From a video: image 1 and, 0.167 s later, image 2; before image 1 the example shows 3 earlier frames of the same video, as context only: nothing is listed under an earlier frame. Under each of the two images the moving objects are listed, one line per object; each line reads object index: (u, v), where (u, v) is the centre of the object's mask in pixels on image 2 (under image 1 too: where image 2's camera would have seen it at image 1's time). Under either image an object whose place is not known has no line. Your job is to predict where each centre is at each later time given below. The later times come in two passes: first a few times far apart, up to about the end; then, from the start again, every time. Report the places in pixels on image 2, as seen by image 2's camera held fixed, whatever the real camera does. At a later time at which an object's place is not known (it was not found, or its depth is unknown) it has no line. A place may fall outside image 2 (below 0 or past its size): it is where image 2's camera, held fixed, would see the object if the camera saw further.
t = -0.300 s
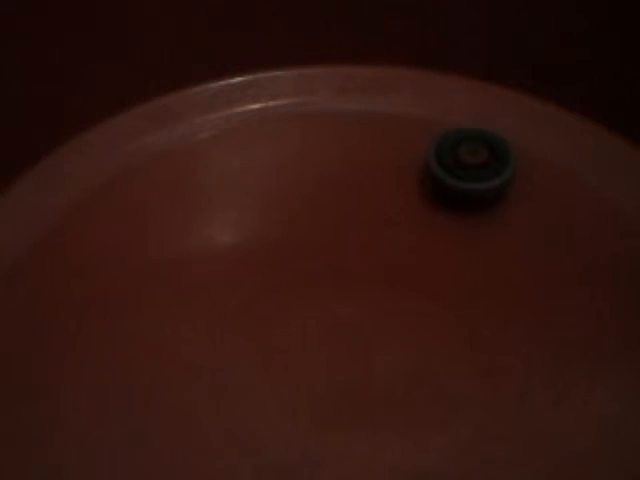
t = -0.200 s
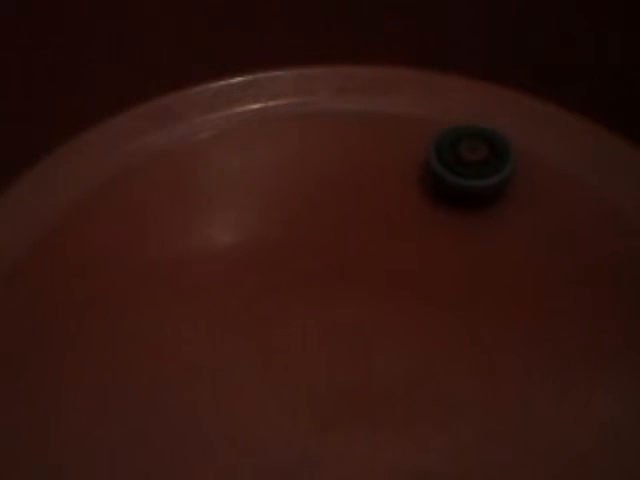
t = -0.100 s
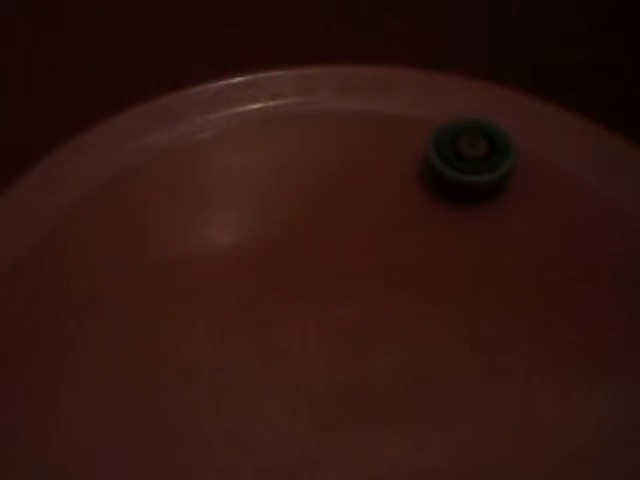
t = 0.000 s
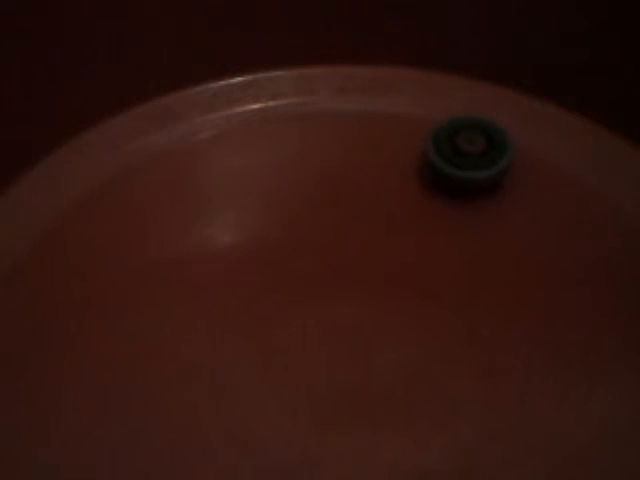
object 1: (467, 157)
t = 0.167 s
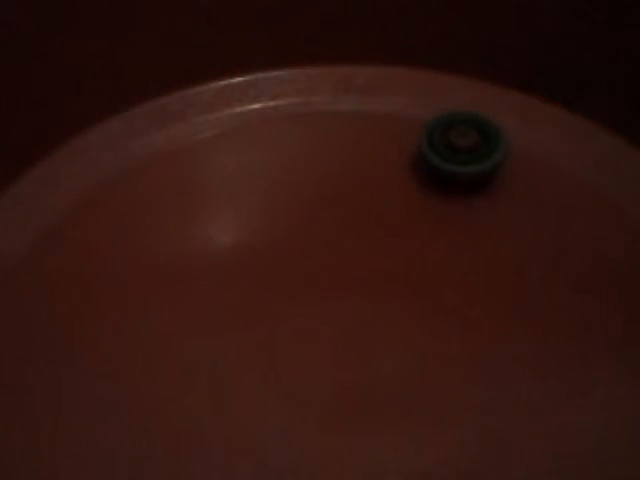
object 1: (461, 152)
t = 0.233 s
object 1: (456, 151)
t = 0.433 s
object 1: (449, 150)
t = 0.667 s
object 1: (447, 156)
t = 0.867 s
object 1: (454, 163)
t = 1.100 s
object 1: (470, 170)
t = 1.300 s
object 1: (486, 170)
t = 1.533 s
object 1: (499, 164)
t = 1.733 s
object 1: (495, 158)
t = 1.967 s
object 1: (480, 159)
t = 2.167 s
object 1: (473, 168)
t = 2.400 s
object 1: (476, 175)
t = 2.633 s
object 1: (484, 176)
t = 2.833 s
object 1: (490, 169)
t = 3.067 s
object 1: (485, 156)
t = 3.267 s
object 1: (469, 150)
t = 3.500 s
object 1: (453, 150)
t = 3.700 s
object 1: (446, 157)
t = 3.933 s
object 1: (448, 166)
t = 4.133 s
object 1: (459, 170)
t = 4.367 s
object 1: (477, 168)
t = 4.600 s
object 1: (488, 161)
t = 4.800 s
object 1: (487, 152)
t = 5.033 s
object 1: (474, 152)
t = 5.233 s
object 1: (469, 161)
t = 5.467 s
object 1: (469, 172)
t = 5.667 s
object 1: (476, 177)
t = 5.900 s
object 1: (488, 175)
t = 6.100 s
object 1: (493, 166)
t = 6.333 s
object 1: (487, 154)
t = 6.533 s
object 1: (474, 148)
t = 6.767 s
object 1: (457, 151)
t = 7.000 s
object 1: (448, 160)
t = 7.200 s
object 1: (451, 168)
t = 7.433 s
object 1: (463, 173)
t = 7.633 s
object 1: (475, 171)
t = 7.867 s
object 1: (488, 164)
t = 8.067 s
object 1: (491, 155)
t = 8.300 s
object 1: (484, 151)
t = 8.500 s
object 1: (474, 156)
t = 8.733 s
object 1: (469, 167)
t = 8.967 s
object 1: (471, 176)
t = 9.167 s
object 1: (476, 177)
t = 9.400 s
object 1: (483, 172)
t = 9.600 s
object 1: (487, 163)
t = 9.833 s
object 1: (490, 158)
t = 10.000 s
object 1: (490, 157)
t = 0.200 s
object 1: (458, 151)
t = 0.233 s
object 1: (456, 151)
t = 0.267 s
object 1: (455, 150)
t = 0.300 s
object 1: (454, 150)
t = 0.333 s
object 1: (452, 150)
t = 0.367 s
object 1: (451, 151)
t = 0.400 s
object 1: (450, 151)
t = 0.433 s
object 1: (449, 150)
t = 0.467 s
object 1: (448, 151)
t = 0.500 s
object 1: (448, 151)
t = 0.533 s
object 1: (447, 152)
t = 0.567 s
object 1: (447, 153)
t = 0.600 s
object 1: (447, 154)
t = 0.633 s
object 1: (446, 155)
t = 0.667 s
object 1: (447, 156)
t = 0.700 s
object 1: (447, 157)
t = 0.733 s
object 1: (448, 158)
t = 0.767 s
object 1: (449, 160)
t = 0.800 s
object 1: (451, 161)
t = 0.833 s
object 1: (452, 163)
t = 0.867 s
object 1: (454, 163)
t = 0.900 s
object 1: (455, 166)
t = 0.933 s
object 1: (457, 166)
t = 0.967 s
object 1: (460, 167)
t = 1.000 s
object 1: (462, 168)
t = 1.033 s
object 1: (464, 169)
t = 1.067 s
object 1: (467, 169)
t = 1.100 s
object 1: (470, 170)
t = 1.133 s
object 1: (473, 171)
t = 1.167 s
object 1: (475, 170)
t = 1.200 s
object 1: (478, 170)
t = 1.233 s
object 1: (480, 170)
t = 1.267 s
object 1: (483, 170)
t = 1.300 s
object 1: (486, 170)
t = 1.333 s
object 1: (489, 170)
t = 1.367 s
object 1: (492, 169)
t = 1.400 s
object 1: (493, 168)
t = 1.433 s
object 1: (495, 167)
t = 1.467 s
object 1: (497, 167)
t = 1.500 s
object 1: (498, 166)
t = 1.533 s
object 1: (499, 164)
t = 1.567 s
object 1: (500, 164)
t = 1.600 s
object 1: (499, 162)
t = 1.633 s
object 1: (499, 161)
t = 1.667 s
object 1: (498, 160)
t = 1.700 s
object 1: (497, 160)
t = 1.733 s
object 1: (495, 158)
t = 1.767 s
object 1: (493, 157)
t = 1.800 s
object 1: (492, 158)
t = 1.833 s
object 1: (489, 158)
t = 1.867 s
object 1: (487, 157)
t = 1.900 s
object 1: (484, 158)
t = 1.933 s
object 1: (482, 159)
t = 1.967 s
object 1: (480, 159)
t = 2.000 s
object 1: (479, 160)
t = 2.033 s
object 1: (486, 161)
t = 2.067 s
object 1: (478, 163)
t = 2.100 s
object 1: (476, 165)
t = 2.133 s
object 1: (475, 166)
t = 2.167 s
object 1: (473, 168)
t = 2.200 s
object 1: (473, 169)
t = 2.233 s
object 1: (473, 170)
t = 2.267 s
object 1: (473, 171)
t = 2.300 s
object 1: (473, 172)
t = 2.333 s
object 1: (474, 173)
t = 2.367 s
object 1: (475, 174)
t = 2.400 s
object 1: (476, 175)
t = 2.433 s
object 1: (478, 176)
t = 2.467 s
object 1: (478, 177)
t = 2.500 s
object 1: (479, 177)
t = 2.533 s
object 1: (481, 177)
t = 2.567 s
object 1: (483, 177)
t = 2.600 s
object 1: (484, 176)
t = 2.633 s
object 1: (484, 176)
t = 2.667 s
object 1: (486, 175)
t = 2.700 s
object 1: (487, 174)
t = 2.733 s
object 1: (488, 173)
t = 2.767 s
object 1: (489, 172)
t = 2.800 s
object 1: (489, 171)
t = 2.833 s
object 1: (490, 169)
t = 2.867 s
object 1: (489, 167)
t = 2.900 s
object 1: (490, 165)
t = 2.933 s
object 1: (489, 164)
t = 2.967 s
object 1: (489, 162)
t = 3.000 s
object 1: (488, 160)
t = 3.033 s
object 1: (486, 158)
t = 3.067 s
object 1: (485, 156)
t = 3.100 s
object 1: (482, 155)
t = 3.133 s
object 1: (480, 153)
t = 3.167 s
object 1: (478, 153)
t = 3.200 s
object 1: (475, 151)
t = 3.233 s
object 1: (471, 150)
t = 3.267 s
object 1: (469, 150)
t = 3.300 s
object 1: (467, 150)
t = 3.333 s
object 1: (465, 150)
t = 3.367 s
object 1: (463, 150)
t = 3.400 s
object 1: (461, 150)
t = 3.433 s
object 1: (457, 150)
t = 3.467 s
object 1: (455, 151)
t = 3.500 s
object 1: (453, 150)
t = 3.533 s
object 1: (451, 152)
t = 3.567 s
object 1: (449, 154)
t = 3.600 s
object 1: (448, 154)
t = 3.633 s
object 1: (447, 155)
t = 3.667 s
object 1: (446, 157)
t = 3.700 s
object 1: (446, 157)
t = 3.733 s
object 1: (445, 159)
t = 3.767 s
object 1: (445, 161)
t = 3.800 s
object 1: (446, 162)
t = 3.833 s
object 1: (446, 163)
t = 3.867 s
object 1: (446, 164)
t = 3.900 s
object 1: (447, 165)
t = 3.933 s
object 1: (448, 166)
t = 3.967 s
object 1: (449, 168)
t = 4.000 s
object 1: (450, 168)
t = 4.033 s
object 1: (453, 169)
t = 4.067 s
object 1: (455, 170)
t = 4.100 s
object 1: (457, 170)
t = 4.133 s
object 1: (459, 170)
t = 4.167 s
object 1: (463, 171)
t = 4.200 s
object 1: (465, 170)
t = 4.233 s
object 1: (466, 171)
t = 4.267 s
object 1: (470, 170)
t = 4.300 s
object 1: (472, 170)
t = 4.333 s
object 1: (474, 170)
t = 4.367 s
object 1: (477, 168)
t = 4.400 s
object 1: (478, 168)
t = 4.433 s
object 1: (481, 167)
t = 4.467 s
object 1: (483, 165)
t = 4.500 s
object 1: (485, 165)
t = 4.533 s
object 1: (485, 163)
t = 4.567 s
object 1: (487, 162)
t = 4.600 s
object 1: (488, 161)
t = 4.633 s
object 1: (489, 159)
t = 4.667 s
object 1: (489, 158)
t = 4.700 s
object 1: (490, 155)
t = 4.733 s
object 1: (489, 155)
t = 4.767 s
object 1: (488, 154)
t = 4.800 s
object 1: (487, 152)
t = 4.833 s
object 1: (485, 151)
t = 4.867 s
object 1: (483, 151)
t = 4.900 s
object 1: (481, 151)
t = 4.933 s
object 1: (480, 150)
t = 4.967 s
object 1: (478, 150)
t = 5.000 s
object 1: (476, 151)
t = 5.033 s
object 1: (474, 152)
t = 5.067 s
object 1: (473, 153)
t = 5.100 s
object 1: (472, 155)
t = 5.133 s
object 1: (471, 156)
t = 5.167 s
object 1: (470, 158)
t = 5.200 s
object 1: (469, 158)
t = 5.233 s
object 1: (469, 161)
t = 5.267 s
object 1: (468, 162)
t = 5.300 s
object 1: (468, 164)
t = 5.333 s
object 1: (467, 166)
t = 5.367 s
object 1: (467, 167)
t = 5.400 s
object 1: (468, 168)
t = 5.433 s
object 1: (468, 170)
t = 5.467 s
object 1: (469, 172)
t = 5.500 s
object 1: (469, 173)
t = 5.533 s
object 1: (471, 174)
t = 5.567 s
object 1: (473, 175)
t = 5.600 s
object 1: (474, 177)
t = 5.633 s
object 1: (475, 177)
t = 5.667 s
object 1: (476, 177)
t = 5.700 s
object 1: (478, 177)
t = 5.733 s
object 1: (481, 177)
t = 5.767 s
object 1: (483, 177)
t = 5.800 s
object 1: (485, 177)
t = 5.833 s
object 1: (486, 178)
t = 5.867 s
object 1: (487, 176)
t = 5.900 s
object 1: (488, 175)
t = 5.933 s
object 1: (489, 174)
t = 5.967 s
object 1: (490, 173)
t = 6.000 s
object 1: (492, 171)
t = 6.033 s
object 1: (492, 169)
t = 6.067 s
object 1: (493, 168)
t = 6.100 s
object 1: (493, 166)
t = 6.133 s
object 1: (493, 165)
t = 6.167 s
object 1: (493, 162)
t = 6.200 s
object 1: (492, 160)
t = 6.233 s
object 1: (491, 159)
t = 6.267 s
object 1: (490, 157)
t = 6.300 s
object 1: (489, 156)
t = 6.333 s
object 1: (487, 154)
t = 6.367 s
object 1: (487, 153)
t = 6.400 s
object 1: (485, 151)
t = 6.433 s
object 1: (481, 150)
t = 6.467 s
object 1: (478, 150)
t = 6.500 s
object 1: (476, 149)
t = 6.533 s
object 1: (474, 148)
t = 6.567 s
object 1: (471, 148)
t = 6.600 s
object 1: (469, 148)
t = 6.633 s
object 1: (466, 148)
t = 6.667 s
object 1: (464, 149)
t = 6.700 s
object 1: (461, 149)
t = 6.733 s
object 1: (459, 150)
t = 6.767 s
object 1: (457, 151)
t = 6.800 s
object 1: (455, 152)
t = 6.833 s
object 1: (454, 153)
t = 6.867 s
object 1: (452, 154)
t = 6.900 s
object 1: (451, 156)
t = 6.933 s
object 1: (449, 157)
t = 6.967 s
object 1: (449, 158)
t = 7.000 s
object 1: (448, 160)
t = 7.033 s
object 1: (448, 161)
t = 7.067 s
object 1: (448, 163)
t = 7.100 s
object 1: (448, 165)
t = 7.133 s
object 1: (448, 166)
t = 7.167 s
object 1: (450, 167)
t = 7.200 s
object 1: (451, 168)
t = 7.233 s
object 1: (452, 170)
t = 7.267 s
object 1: (453, 170)
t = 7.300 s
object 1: (455, 171)
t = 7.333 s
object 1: (456, 172)
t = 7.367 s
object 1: (459, 173)
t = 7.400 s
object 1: (461, 173)
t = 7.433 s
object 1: (463, 173)
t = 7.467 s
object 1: (465, 173)
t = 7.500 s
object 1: (468, 173)
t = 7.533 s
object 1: (470, 172)
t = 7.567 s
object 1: (472, 172)
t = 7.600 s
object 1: (473, 171)
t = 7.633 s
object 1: (475, 171)
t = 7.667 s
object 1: (476, 170)
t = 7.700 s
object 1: (479, 169)
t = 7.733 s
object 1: (481, 168)
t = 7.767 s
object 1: (483, 168)
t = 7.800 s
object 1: (485, 167)
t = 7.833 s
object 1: (487, 165)
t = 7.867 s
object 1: (488, 164)
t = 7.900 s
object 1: (489, 163)
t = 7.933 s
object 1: (491, 161)
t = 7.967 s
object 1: (491, 160)
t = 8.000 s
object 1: (491, 158)
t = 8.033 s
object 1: (491, 156)
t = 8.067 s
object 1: (491, 155)
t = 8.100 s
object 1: (491, 154)
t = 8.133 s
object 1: (490, 153)
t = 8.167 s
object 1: (489, 152)
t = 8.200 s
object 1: (488, 152)
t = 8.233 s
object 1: (486, 151)
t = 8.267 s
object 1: (485, 151)
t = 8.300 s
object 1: (484, 151)
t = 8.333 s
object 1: (482, 152)
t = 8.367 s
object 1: (479, 153)
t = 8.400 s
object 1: (478, 153)
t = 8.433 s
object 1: (476, 154)
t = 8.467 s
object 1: (475, 155)
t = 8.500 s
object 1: (474, 156)
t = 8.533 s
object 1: (473, 158)
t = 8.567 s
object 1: (472, 160)
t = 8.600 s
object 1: (472, 161)
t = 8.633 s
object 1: (471, 162)
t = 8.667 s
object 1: (471, 164)
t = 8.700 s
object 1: (470, 166)
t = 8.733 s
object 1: (469, 167)
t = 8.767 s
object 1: (468, 169)
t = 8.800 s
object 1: (468, 170)
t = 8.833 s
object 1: (469, 171)
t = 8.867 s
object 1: (469, 172)
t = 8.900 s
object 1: (469, 174)
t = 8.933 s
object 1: (470, 175)
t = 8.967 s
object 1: (471, 176)
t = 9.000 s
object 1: (471, 177)
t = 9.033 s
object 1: (472, 177)
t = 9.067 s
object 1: (473, 177)
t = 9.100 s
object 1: (474, 177)
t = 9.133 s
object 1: (475, 177)
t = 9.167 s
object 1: (476, 177)
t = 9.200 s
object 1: (478, 176)
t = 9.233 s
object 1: (478, 176)
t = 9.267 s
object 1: (480, 175)
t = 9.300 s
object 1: (481, 175)
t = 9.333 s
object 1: (482, 174)
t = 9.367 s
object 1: (482, 173)
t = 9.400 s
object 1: (483, 172)
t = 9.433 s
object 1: (485, 170)
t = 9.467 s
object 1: (485, 169)
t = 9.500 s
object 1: (485, 167)
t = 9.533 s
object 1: (485, 165)
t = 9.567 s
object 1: (486, 164)
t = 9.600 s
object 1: (487, 163)
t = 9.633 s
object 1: (488, 163)
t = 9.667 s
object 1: (488, 162)
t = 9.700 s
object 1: (488, 161)
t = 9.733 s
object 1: (488, 160)
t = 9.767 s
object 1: (488, 159)
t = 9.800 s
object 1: (489, 159)
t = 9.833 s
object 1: (490, 158)
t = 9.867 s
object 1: (490, 158)
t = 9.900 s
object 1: (490, 157)
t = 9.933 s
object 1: (490, 157)
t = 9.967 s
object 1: (490, 157)
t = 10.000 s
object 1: (490, 157)
